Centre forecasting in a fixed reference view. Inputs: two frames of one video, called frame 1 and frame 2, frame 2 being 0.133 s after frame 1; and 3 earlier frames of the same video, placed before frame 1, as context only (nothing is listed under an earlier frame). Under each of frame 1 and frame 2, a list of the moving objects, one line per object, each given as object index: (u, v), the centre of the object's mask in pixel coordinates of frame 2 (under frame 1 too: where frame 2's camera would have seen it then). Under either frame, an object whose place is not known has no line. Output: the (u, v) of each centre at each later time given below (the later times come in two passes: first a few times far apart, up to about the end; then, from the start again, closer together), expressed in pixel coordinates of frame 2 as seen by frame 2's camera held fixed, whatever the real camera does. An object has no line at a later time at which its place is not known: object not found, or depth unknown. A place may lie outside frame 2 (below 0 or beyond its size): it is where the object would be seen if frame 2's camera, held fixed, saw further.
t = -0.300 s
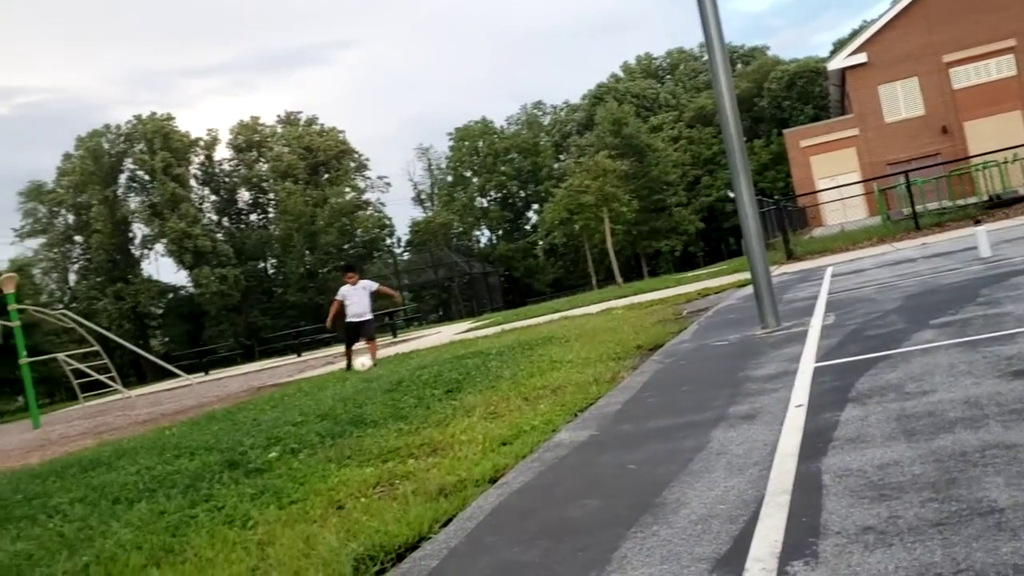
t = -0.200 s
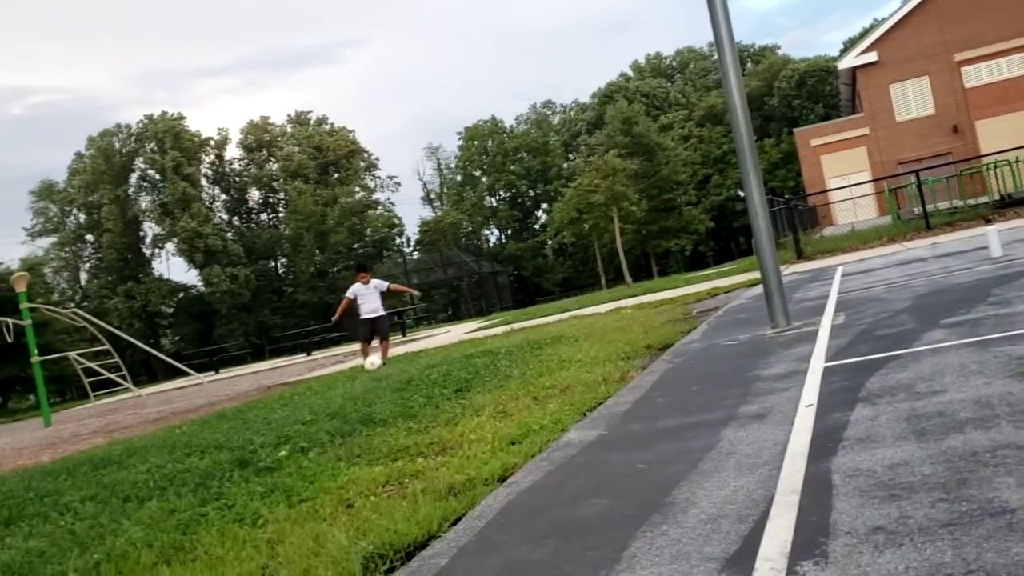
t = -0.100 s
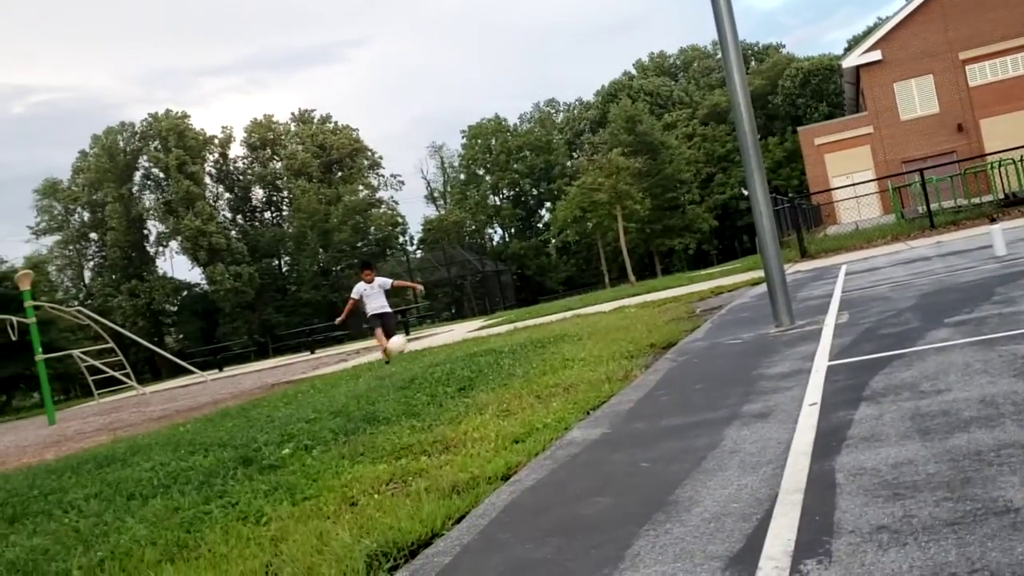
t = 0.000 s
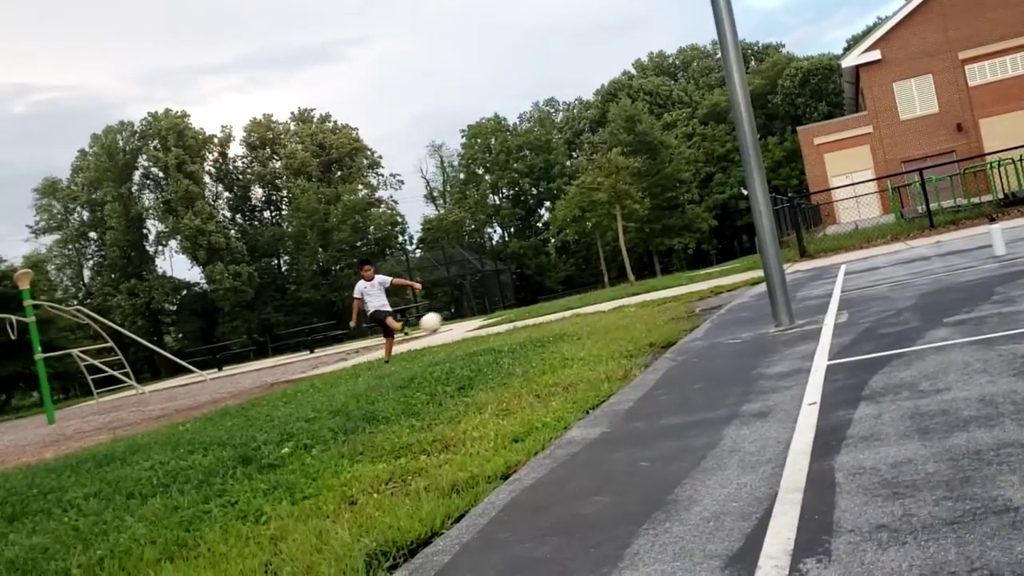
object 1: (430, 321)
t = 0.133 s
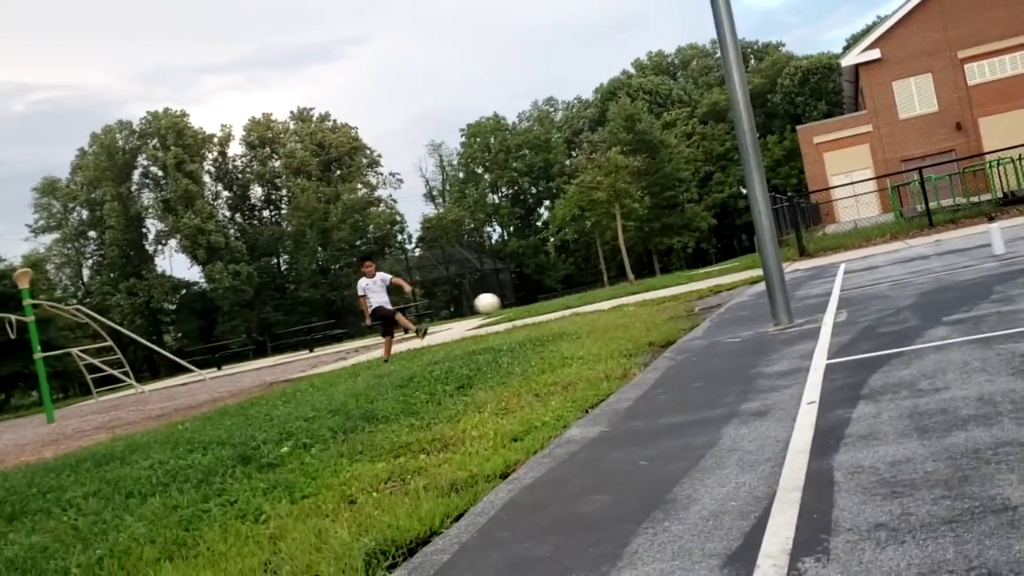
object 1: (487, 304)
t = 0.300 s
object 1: (581, 302)
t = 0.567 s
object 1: (752, 287)
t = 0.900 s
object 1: (1005, 251)
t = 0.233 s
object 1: (540, 298)
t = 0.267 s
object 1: (560, 300)
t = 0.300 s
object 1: (581, 302)
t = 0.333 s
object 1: (604, 305)
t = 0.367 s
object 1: (629, 310)
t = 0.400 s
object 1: (656, 316)
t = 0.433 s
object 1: (678, 314)
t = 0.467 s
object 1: (696, 306)
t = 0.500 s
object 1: (714, 299)
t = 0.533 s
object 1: (734, 292)
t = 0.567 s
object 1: (752, 287)
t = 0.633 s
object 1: (800, 280)
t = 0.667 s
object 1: (825, 280)
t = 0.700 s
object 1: (852, 281)
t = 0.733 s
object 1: (877, 278)
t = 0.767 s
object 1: (899, 267)
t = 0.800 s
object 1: (922, 263)
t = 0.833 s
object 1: (948, 258)
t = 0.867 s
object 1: (975, 254)
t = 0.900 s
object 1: (1005, 251)
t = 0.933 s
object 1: (1036, 250)
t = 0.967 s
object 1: (1068, 249)
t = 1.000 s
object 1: (1097, 238)
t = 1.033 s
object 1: (1130, 229)
